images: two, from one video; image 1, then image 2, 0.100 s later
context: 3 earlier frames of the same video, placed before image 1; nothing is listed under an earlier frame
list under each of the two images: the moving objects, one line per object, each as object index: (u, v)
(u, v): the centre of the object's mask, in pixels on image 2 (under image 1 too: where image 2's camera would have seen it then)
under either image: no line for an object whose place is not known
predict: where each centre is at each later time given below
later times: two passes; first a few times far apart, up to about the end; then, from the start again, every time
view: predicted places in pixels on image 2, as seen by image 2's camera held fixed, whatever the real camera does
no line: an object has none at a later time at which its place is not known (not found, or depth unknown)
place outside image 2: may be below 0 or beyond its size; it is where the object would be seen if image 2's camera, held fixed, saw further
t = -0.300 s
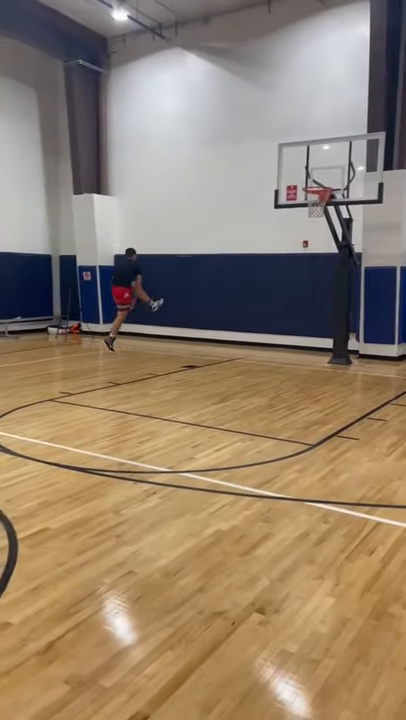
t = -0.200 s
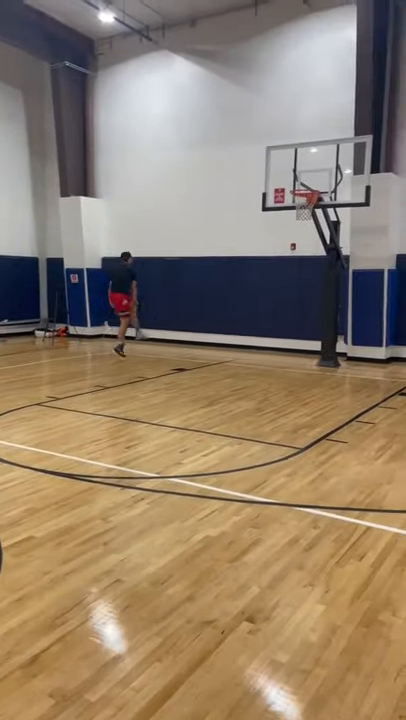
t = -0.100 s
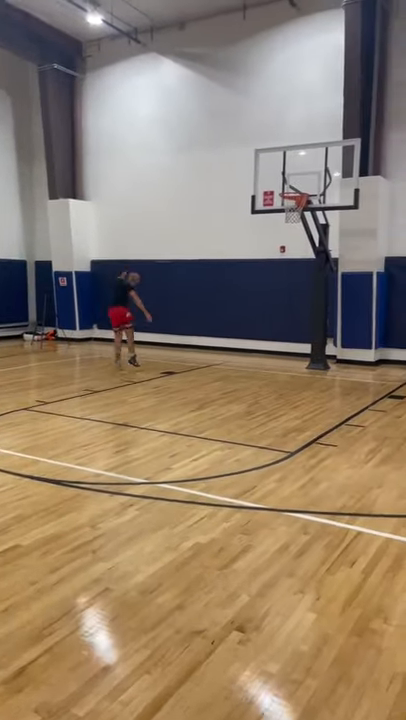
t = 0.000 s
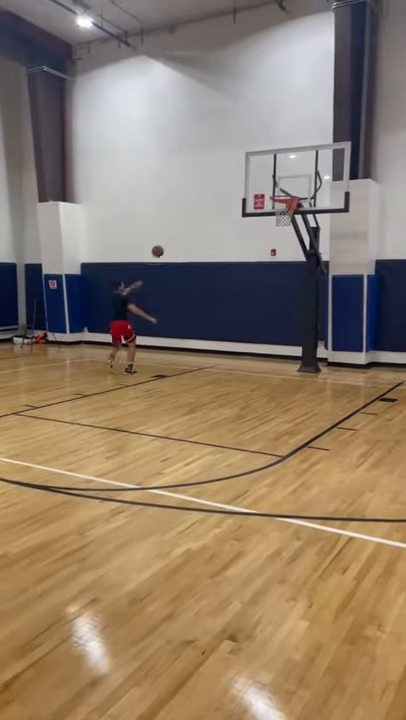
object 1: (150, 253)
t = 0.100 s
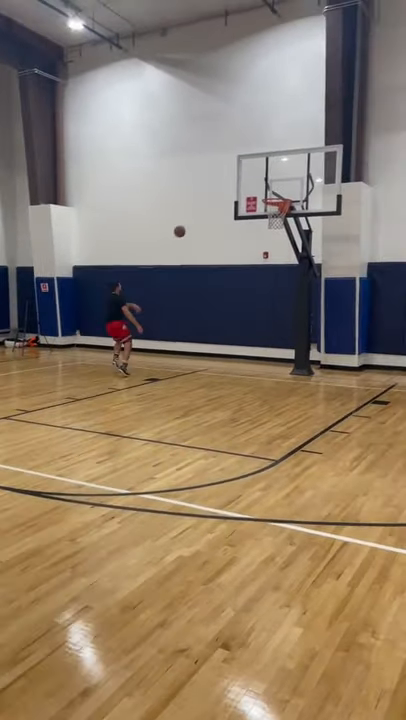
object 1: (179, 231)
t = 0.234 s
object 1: (214, 211)
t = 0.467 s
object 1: (209, 188)
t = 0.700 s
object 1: (191, 185)
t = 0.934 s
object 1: (169, 215)
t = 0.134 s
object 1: (188, 225)
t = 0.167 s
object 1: (197, 220)
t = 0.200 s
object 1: (206, 215)
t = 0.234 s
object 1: (214, 211)
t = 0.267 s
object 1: (221, 208)
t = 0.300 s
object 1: (219, 204)
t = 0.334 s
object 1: (217, 200)
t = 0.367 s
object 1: (215, 196)
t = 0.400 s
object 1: (213, 193)
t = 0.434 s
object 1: (211, 190)
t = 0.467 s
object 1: (209, 188)
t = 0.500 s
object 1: (207, 186)
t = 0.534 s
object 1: (204, 184)
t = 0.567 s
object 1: (202, 183)
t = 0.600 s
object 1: (199, 183)
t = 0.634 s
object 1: (197, 183)
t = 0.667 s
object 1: (194, 184)
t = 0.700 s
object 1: (191, 185)
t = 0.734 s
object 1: (188, 187)
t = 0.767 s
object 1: (185, 190)
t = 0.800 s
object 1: (182, 194)
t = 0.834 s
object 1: (179, 198)
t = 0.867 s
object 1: (176, 203)
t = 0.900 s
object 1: (172, 209)
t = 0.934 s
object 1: (169, 215)
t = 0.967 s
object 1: (165, 223)
